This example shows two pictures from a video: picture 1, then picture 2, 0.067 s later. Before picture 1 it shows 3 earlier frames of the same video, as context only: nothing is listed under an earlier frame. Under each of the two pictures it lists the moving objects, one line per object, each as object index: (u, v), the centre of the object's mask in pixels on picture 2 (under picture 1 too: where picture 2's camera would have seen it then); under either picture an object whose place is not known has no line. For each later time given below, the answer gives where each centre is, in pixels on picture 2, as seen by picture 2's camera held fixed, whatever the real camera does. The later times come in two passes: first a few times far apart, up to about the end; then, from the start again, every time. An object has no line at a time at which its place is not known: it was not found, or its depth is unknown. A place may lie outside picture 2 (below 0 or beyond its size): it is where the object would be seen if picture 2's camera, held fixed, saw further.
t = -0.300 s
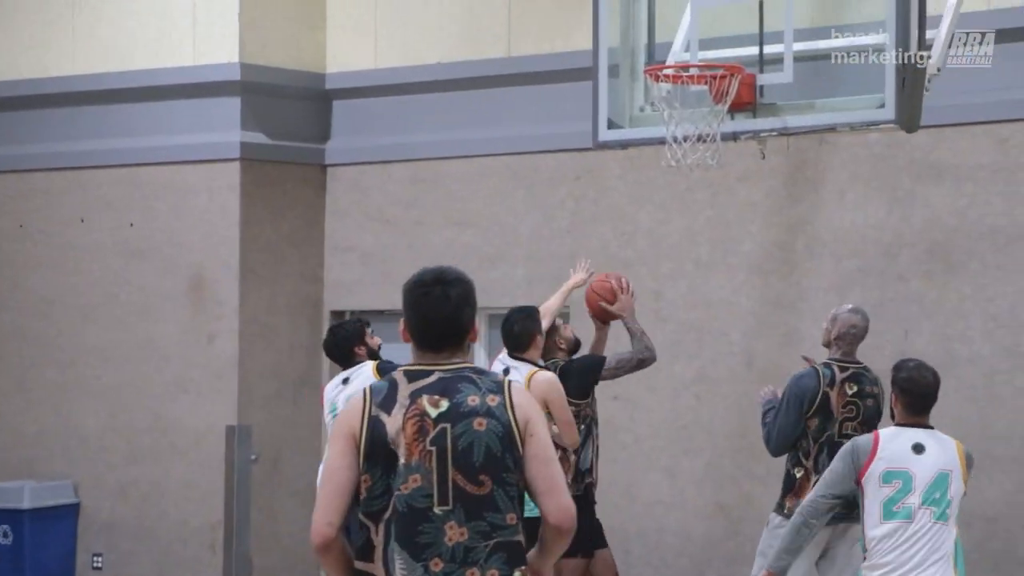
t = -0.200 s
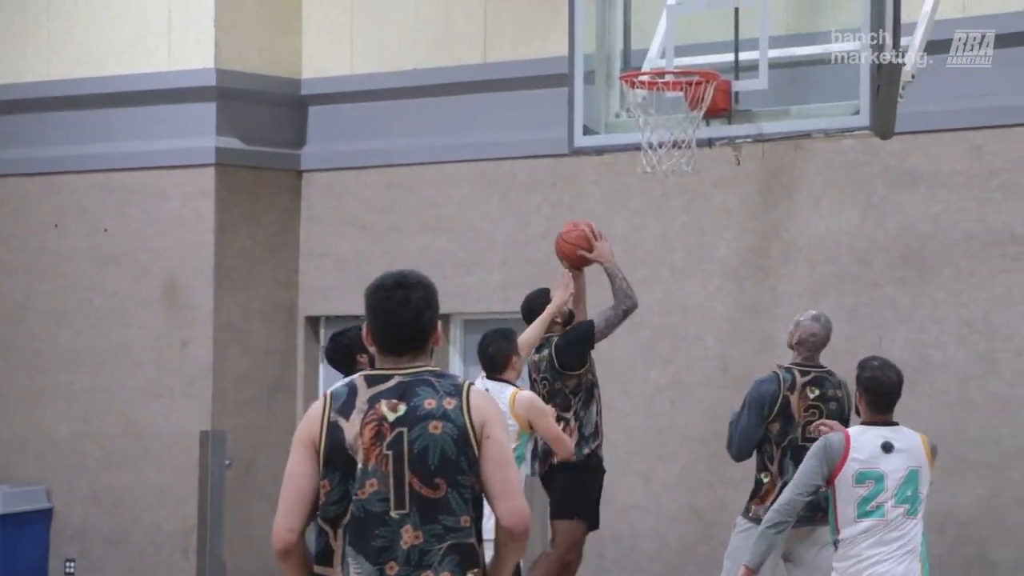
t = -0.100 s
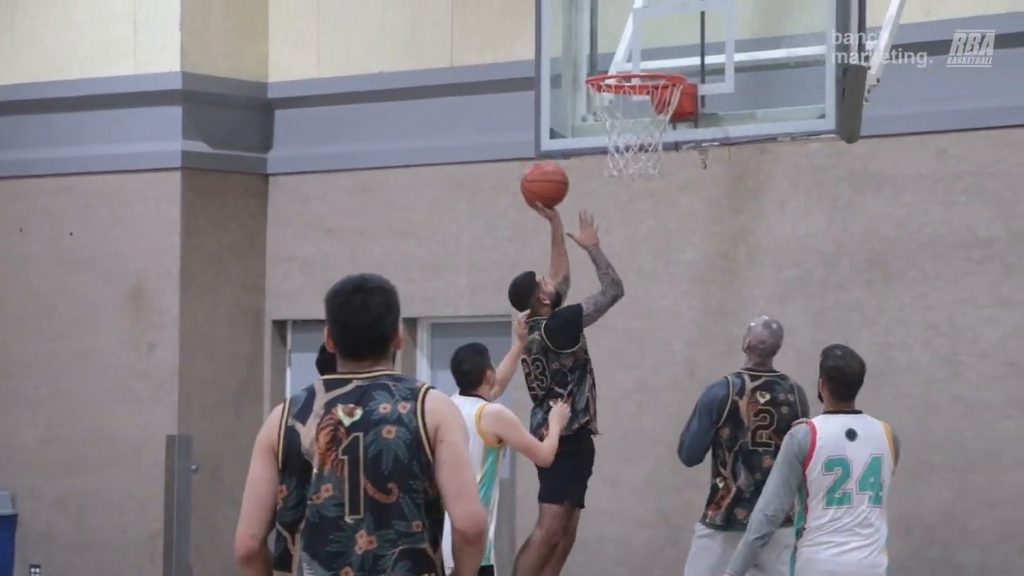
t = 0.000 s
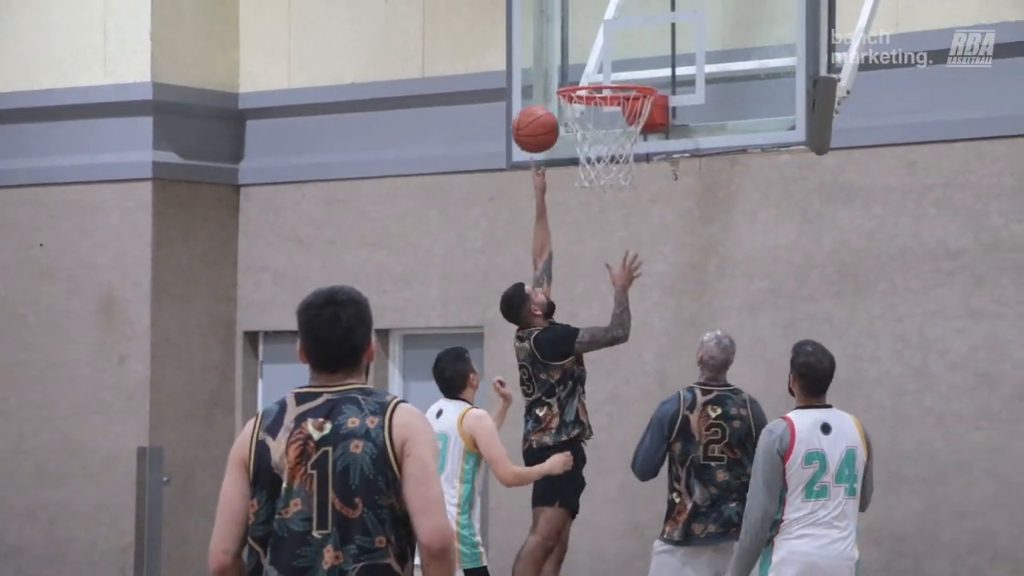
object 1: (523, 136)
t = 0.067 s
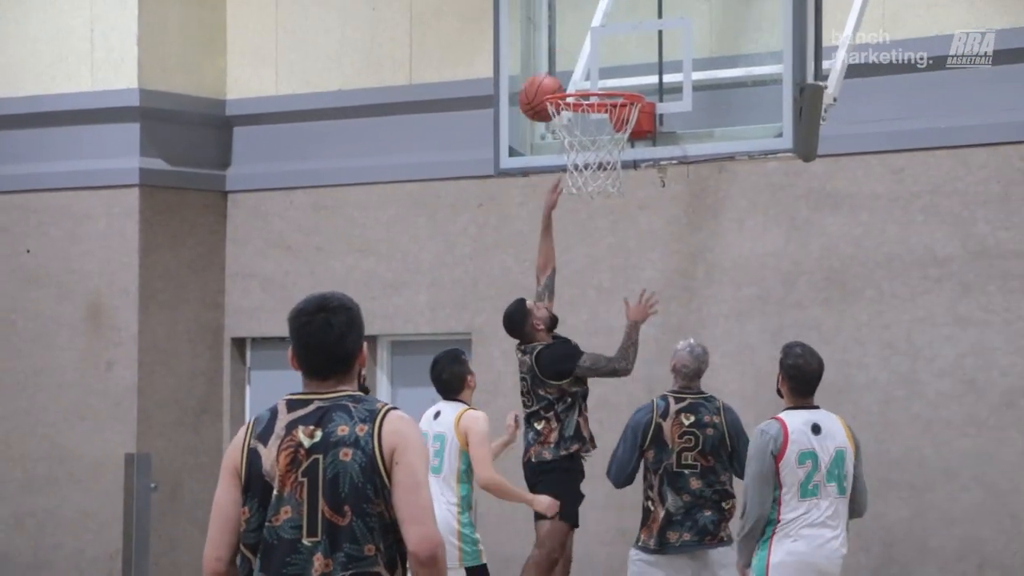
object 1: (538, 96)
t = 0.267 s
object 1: (560, 57)
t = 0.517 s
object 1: (565, 63)
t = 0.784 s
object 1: (588, 100)
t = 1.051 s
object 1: (617, 207)
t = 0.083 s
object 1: (544, 87)
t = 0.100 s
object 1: (551, 79)
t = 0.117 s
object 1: (556, 74)
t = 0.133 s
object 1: (559, 70)
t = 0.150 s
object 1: (559, 67)
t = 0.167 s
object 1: (559, 64)
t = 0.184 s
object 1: (559, 61)
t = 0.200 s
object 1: (559, 59)
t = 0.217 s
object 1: (559, 58)
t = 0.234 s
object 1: (560, 57)
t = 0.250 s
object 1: (560, 57)
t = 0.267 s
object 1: (560, 57)
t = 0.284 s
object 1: (560, 58)
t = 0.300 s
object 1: (560, 59)
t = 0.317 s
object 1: (560, 61)
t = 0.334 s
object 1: (560, 64)
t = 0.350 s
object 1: (561, 67)
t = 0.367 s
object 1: (561, 70)
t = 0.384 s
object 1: (561, 73)
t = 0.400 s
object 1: (561, 75)
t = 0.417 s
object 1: (562, 73)
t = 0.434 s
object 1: (562, 71)
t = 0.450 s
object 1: (562, 69)
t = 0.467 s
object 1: (563, 67)
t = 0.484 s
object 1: (564, 65)
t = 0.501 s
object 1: (564, 64)
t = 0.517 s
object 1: (565, 63)
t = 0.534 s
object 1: (565, 63)
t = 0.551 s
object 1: (566, 64)
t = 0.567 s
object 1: (566, 65)
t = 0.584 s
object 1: (567, 67)
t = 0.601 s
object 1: (567, 69)
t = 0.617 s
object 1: (568, 71)
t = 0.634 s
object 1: (568, 73)
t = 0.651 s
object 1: (569, 75)
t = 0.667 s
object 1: (570, 77)
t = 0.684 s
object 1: (571, 78)
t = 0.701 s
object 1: (574, 78)
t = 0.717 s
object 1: (577, 79)
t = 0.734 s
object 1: (580, 85)
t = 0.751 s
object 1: (582, 91)
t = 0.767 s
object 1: (585, 96)
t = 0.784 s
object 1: (588, 100)
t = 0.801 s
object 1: (589, 105)
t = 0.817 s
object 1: (592, 113)
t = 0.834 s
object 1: (595, 117)
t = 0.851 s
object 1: (598, 121)
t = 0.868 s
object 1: (600, 127)
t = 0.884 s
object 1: (603, 135)
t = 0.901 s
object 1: (605, 143)
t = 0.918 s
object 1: (608, 150)
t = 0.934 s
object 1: (610, 157)
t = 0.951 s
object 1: (611, 163)
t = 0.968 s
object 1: (612, 170)
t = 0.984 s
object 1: (613, 176)
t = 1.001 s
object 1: (613, 184)
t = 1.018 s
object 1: (614, 190)
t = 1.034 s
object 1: (615, 198)
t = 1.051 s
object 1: (617, 207)
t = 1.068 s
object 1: (618, 217)
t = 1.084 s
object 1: (619, 227)
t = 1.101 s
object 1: (620, 237)
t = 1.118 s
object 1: (621, 248)
